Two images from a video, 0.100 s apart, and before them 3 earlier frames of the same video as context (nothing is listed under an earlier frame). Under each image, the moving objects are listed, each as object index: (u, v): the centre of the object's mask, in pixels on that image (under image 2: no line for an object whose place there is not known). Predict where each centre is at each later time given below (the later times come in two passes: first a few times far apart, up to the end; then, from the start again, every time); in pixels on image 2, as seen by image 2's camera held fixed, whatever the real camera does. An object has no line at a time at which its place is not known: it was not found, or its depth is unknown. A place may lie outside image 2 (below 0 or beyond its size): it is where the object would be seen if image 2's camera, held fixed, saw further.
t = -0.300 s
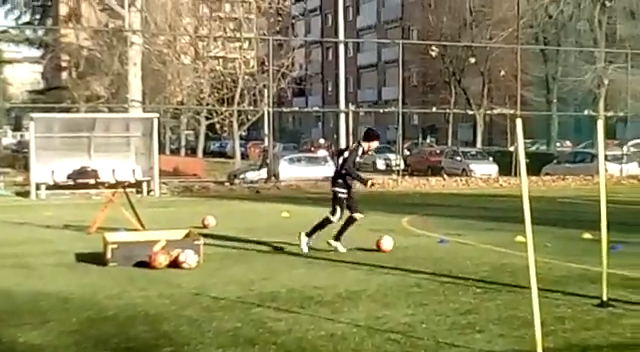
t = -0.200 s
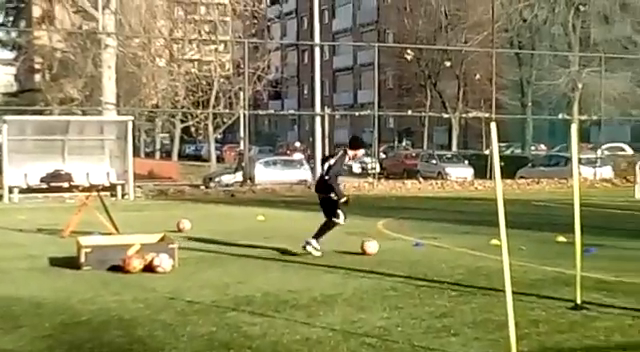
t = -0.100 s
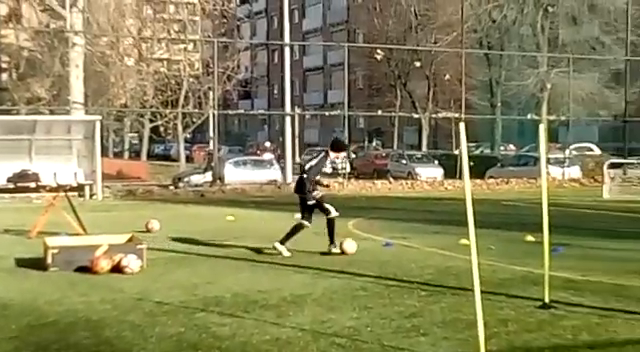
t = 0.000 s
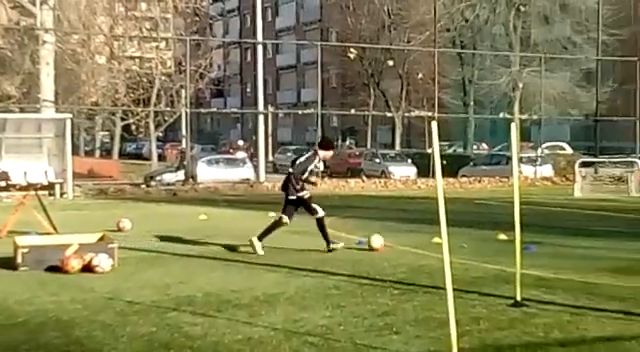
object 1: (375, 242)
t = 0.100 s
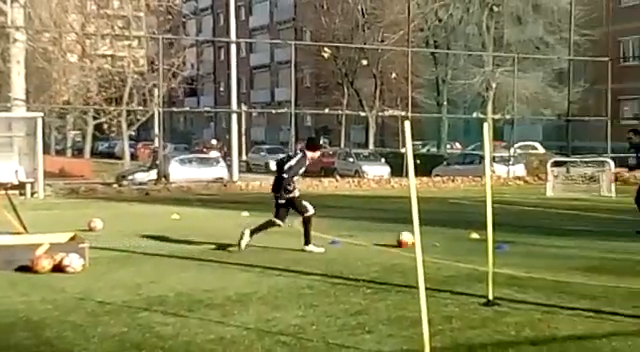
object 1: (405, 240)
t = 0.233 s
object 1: (470, 236)
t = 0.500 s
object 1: (574, 231)
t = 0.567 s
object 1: (595, 231)
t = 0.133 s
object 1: (425, 237)
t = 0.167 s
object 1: (438, 237)
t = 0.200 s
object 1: (454, 236)
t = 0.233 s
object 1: (470, 236)
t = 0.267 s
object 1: (483, 236)
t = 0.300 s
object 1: (499, 235)
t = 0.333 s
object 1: (513, 235)
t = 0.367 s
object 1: (526, 234)
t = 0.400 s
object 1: (539, 234)
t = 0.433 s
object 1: (551, 233)
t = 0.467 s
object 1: (562, 232)
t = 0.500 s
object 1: (574, 231)
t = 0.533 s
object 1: (585, 231)
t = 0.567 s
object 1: (595, 231)
